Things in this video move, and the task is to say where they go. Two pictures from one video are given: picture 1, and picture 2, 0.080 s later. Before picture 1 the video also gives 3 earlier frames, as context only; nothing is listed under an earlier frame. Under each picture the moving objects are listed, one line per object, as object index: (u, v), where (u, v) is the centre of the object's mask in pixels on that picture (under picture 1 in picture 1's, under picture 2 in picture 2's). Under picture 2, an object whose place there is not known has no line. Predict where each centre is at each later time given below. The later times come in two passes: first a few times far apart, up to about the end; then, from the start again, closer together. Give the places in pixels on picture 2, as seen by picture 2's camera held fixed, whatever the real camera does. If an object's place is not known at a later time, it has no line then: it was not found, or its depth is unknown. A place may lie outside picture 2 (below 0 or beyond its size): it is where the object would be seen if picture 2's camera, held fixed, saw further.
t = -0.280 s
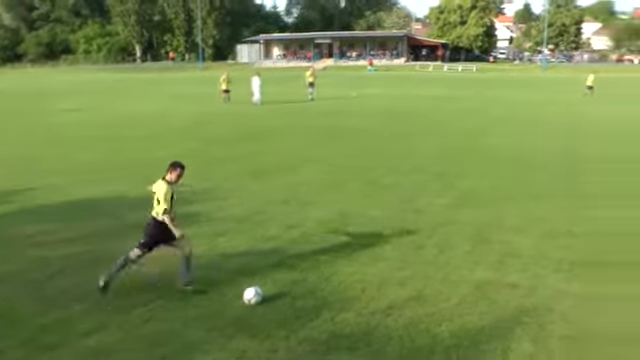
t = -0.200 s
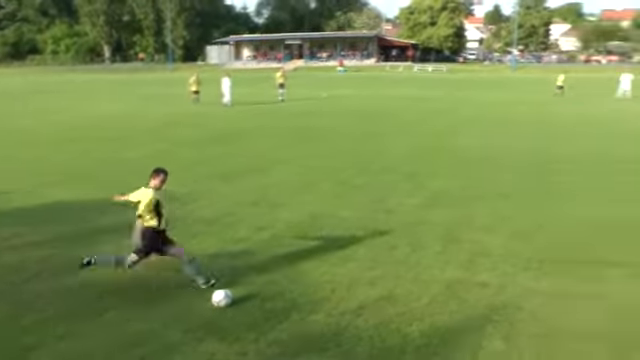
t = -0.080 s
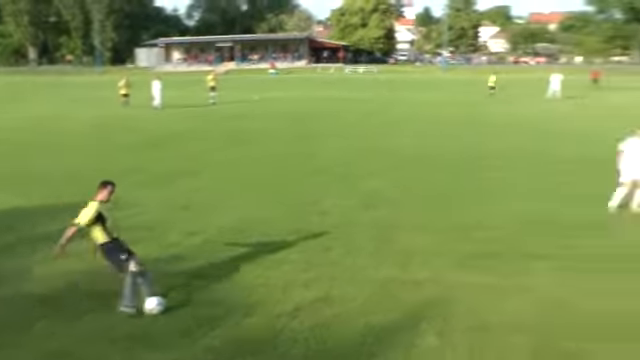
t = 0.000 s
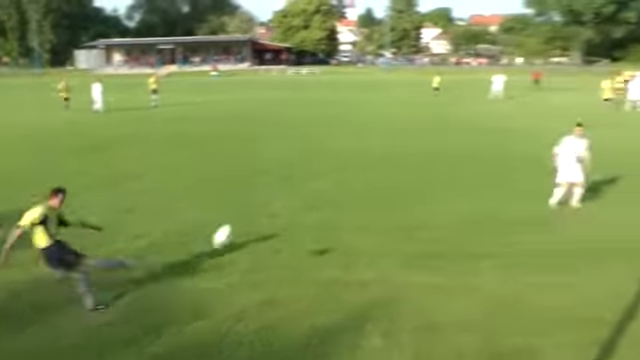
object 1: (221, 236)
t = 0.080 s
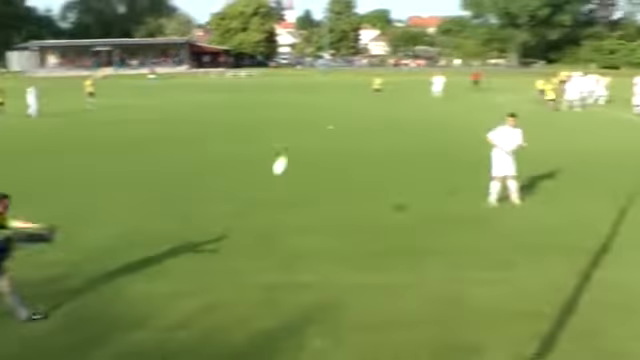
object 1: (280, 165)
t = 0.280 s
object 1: (471, 47)
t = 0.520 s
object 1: (594, -20)
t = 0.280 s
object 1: (471, 47)
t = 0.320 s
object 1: (498, 33)
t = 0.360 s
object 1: (521, 19)
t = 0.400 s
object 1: (542, 8)
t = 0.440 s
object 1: (561, -3)
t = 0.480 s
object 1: (578, -12)
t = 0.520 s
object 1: (594, -20)
